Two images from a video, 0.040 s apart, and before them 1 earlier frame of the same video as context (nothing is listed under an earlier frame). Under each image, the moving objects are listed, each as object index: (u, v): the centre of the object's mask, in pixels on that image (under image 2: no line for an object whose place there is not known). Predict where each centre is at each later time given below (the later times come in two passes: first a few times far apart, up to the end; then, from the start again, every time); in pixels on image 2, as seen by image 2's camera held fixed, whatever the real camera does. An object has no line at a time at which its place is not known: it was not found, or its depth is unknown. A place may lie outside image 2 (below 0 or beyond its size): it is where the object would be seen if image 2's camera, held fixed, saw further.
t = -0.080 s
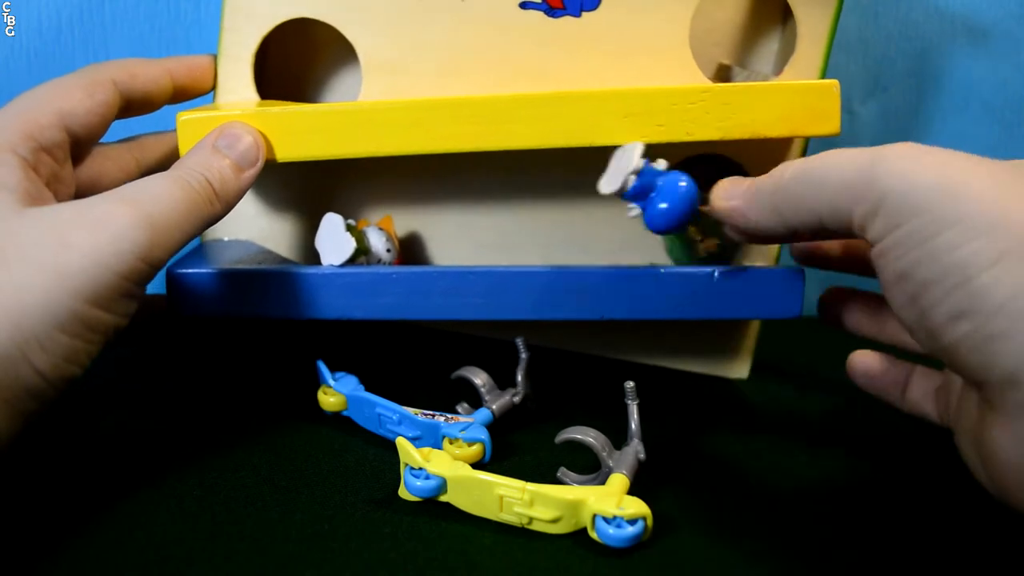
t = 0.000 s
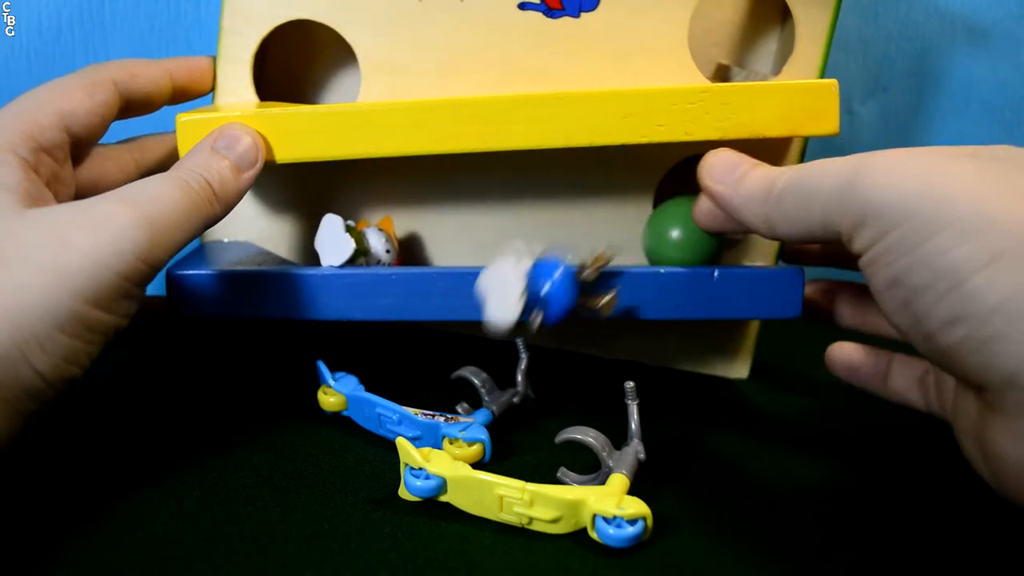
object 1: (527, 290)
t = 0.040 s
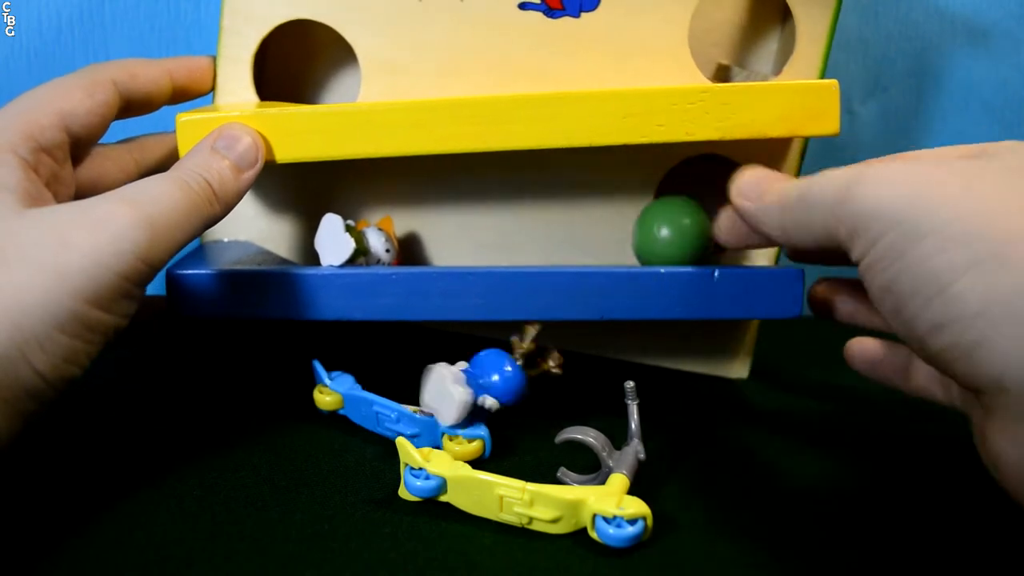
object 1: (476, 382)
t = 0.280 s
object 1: (298, 462)
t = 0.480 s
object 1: (305, 471)
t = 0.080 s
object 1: (454, 403)
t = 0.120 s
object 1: (417, 418)
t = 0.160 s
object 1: (394, 417)
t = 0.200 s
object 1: (363, 429)
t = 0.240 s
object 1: (324, 467)
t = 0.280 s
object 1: (298, 462)
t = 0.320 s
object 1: (285, 465)
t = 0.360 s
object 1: (286, 465)
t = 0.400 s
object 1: (293, 468)
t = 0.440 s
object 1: (305, 472)
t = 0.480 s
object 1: (305, 471)
